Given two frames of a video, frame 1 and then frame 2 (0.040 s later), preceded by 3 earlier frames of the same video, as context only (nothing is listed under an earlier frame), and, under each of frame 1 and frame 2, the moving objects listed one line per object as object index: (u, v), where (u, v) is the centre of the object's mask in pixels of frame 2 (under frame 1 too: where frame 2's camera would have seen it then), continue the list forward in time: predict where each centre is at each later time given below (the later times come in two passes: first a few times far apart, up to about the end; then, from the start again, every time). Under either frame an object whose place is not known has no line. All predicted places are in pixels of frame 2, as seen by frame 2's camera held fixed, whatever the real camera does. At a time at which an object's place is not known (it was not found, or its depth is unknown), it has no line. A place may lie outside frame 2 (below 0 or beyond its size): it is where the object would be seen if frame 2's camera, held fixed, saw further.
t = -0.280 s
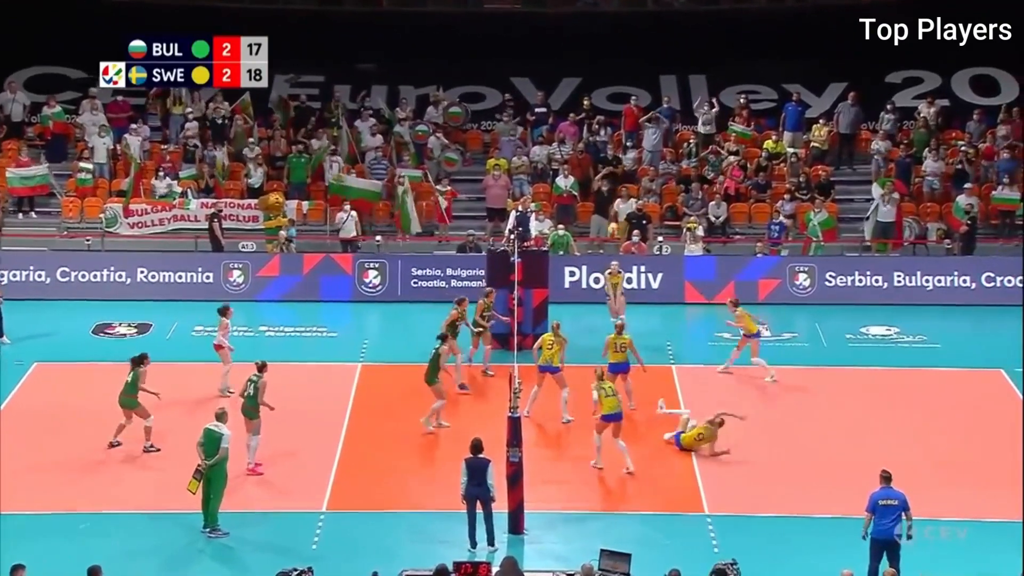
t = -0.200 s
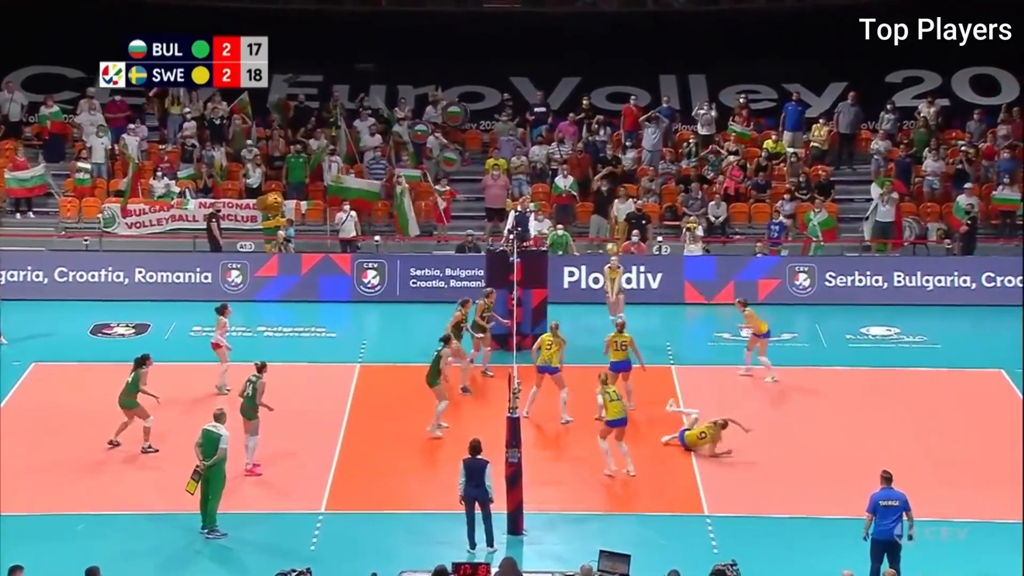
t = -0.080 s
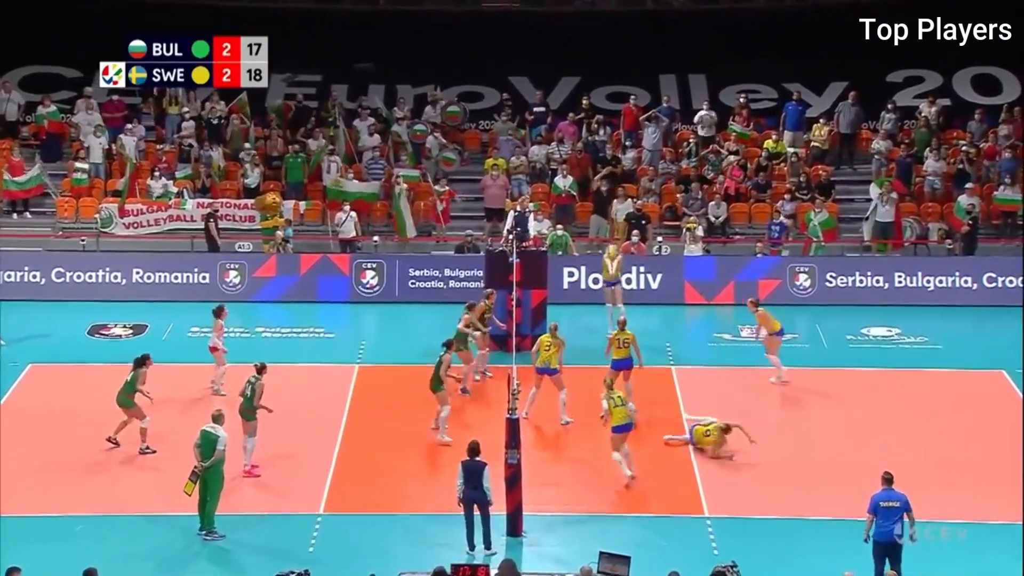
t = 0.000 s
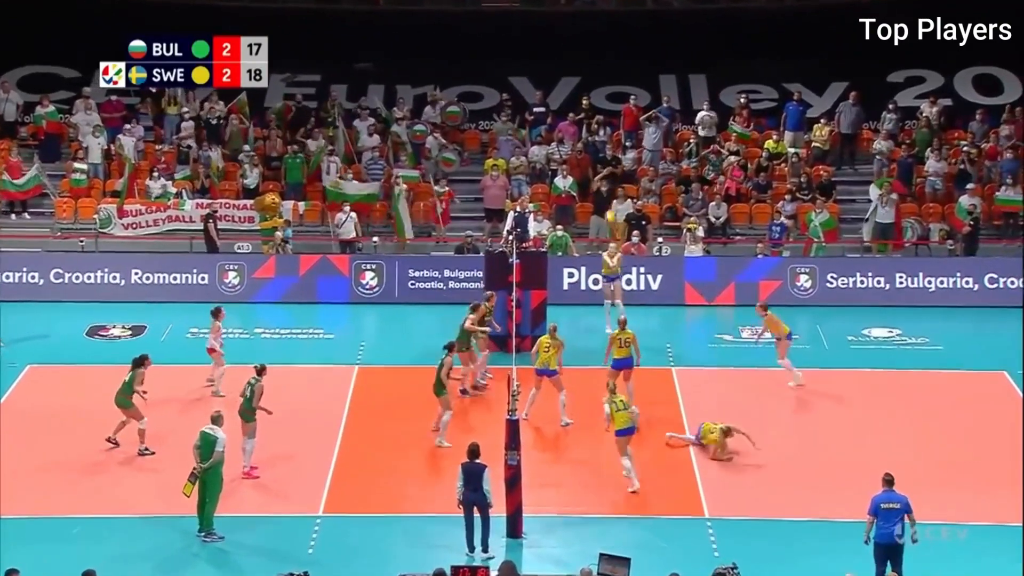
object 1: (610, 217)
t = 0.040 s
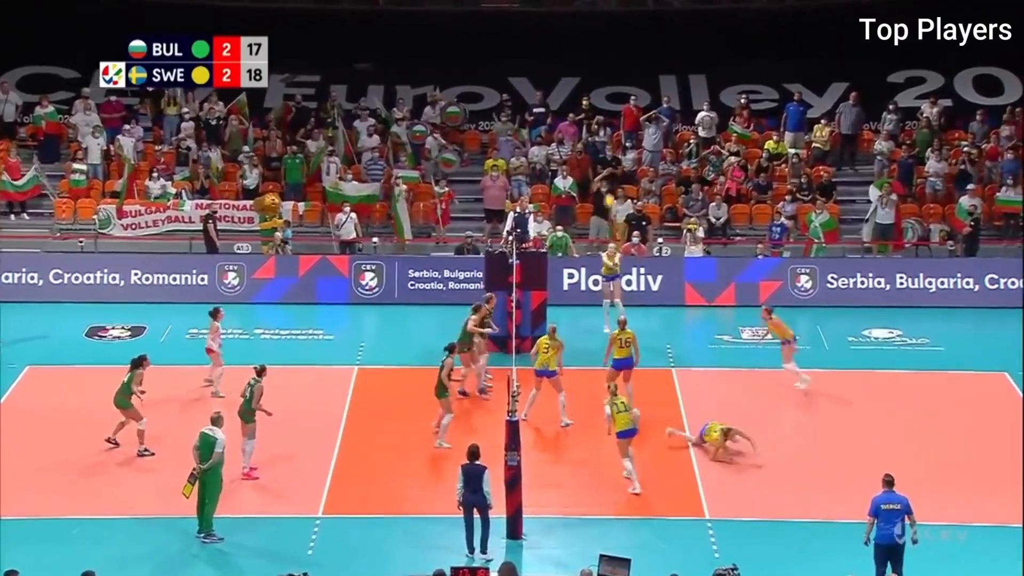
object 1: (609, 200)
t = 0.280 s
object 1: (605, 116)
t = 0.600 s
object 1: (602, 49)
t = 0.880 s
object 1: (599, 37)
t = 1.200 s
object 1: (594, 79)
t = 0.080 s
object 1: (609, 185)
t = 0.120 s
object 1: (608, 170)
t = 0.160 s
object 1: (608, 155)
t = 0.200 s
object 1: (606, 142)
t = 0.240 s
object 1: (606, 127)
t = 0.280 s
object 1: (605, 116)
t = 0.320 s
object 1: (605, 105)
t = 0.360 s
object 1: (605, 94)
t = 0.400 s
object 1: (604, 84)
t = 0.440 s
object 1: (604, 76)
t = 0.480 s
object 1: (603, 68)
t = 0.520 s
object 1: (603, 61)
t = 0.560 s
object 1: (603, 55)
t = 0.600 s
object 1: (602, 49)
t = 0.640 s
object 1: (602, 45)
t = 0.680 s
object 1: (602, 41)
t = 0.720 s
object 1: (601, 39)
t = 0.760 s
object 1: (601, 37)
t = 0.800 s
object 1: (600, 36)
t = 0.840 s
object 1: (600, 36)
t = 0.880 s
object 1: (599, 37)
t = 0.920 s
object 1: (599, 38)
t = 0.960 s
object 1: (598, 42)
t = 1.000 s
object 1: (597, 45)
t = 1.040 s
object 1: (597, 50)
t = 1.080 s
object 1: (596, 56)
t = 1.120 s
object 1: (595, 63)
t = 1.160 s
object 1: (595, 70)
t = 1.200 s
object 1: (594, 79)
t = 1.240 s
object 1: (594, 88)
